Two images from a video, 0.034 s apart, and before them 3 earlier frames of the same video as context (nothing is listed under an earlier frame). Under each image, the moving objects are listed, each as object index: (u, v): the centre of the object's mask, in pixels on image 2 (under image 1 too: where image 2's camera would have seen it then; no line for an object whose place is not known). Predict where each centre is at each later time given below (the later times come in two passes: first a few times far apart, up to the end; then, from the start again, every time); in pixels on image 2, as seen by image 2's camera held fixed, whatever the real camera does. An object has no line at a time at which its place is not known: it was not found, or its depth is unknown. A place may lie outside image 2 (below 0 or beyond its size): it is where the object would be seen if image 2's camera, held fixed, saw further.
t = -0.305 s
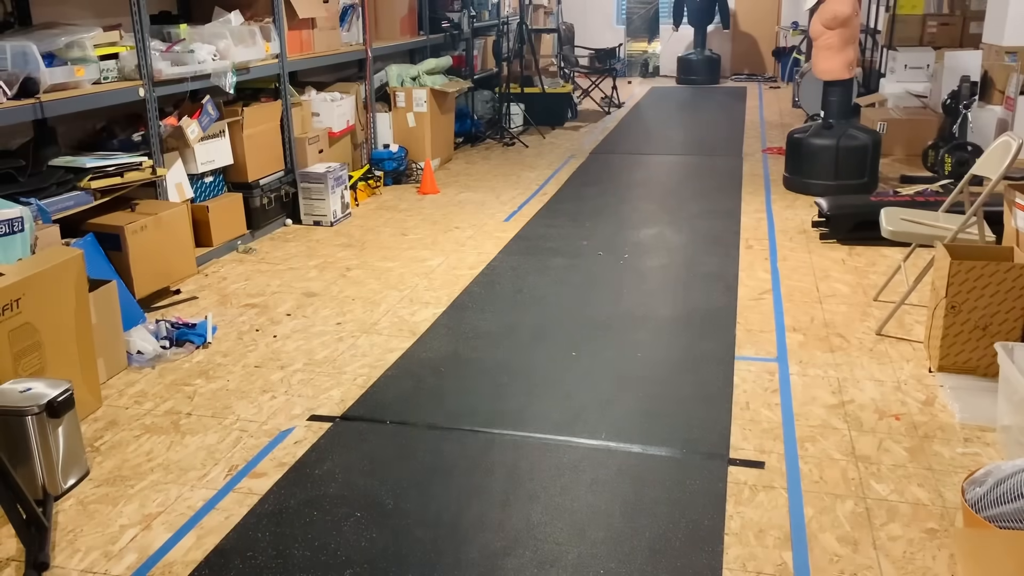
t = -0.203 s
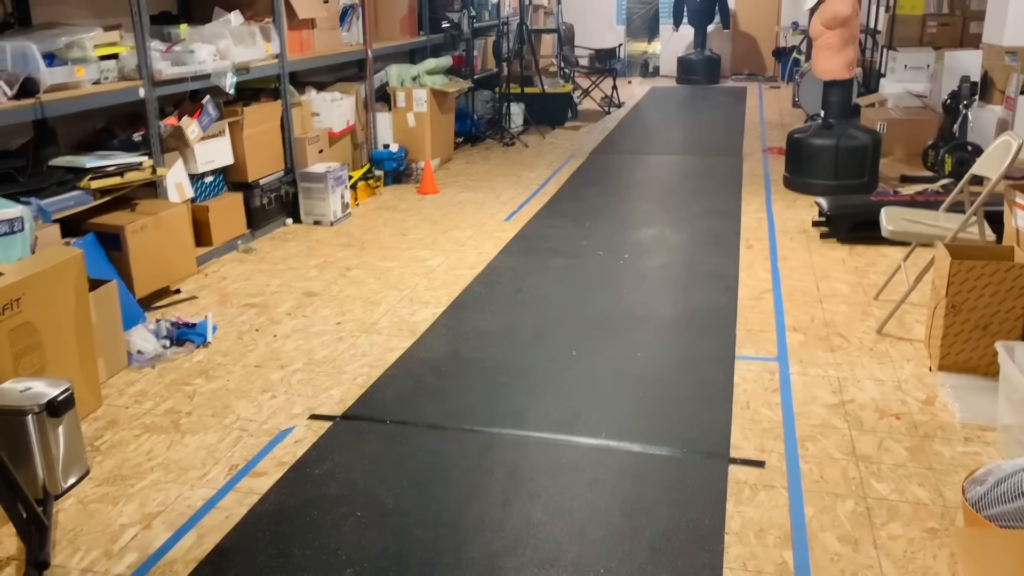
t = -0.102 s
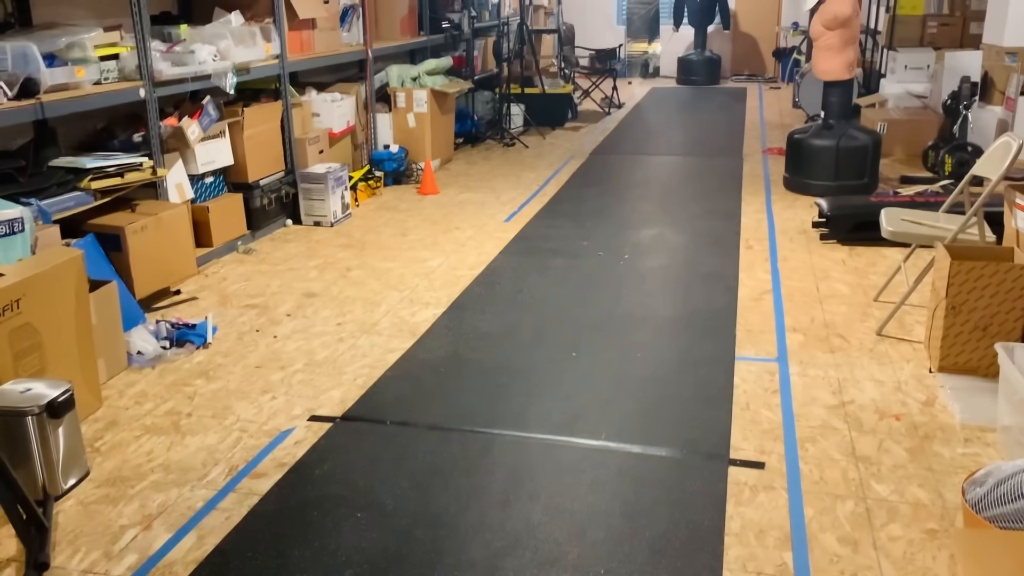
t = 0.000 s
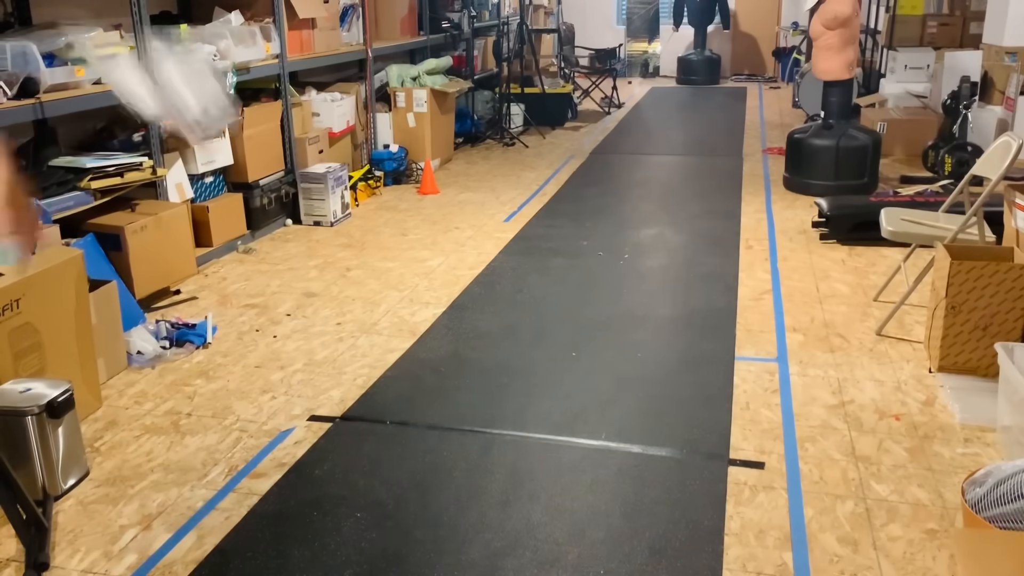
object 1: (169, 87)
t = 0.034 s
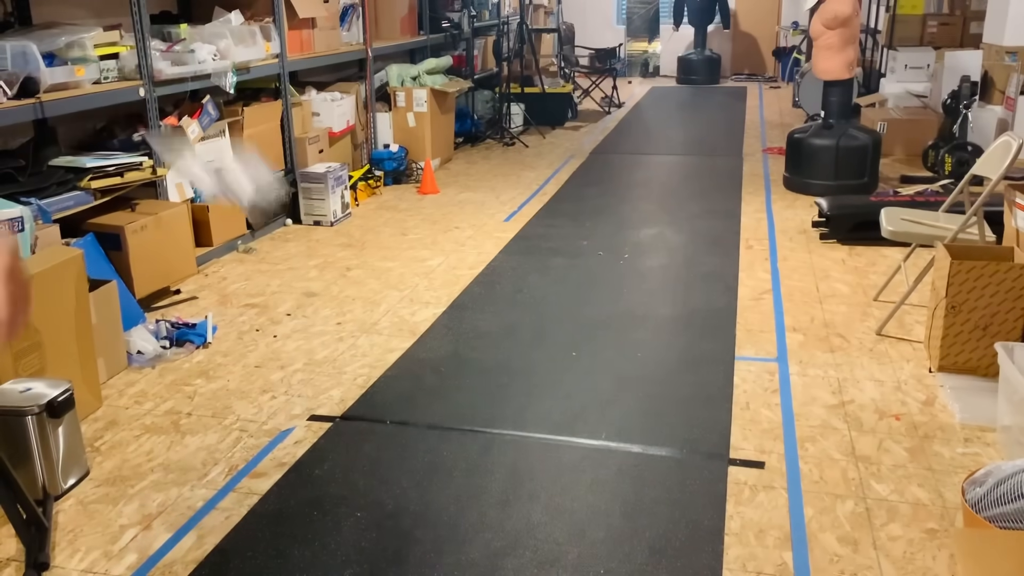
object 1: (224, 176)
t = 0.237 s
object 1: (415, 376)
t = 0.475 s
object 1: (535, 346)
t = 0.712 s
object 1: (614, 305)
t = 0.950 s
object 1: (656, 278)
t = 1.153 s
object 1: (662, 272)
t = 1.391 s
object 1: (662, 272)
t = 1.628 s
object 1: (662, 272)
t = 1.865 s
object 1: (662, 272)
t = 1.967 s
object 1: (662, 272)
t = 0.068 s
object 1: (274, 240)
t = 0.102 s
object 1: (310, 294)
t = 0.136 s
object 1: (336, 332)
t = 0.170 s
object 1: (369, 355)
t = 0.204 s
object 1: (393, 368)
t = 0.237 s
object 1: (415, 376)
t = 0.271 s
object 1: (435, 378)
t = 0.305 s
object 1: (455, 376)
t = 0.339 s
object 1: (473, 371)
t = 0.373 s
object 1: (491, 366)
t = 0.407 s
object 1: (507, 360)
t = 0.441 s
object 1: (521, 353)
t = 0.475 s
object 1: (535, 346)
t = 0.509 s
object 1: (548, 339)
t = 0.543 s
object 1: (560, 332)
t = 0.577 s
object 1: (572, 325)
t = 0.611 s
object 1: (583, 319)
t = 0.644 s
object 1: (593, 314)
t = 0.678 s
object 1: (604, 309)
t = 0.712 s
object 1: (614, 305)
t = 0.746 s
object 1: (622, 300)
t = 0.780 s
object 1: (631, 296)
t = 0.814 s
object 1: (637, 291)
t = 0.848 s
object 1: (644, 286)
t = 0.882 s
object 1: (649, 284)
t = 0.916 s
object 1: (653, 280)
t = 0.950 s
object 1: (656, 278)
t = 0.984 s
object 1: (658, 276)
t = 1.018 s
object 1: (660, 274)
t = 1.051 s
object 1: (661, 273)
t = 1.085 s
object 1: (662, 272)
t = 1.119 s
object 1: (662, 272)
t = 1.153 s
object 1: (662, 272)
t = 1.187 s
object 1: (662, 272)
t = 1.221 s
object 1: (662, 272)
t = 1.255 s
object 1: (662, 272)
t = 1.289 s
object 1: (662, 272)
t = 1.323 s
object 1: (662, 272)
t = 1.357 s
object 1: (662, 272)
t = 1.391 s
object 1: (662, 272)
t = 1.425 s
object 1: (662, 272)
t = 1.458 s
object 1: (662, 272)
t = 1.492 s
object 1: (662, 272)
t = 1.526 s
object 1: (662, 272)
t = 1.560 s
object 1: (662, 272)
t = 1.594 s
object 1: (662, 272)
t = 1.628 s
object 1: (662, 272)
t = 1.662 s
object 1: (662, 272)
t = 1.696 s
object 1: (662, 272)
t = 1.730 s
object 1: (662, 272)
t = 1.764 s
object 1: (662, 272)
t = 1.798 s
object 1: (662, 272)
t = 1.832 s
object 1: (662, 272)
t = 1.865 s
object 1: (662, 272)
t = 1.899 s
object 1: (662, 272)
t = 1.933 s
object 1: (662, 272)
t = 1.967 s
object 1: (662, 272)
